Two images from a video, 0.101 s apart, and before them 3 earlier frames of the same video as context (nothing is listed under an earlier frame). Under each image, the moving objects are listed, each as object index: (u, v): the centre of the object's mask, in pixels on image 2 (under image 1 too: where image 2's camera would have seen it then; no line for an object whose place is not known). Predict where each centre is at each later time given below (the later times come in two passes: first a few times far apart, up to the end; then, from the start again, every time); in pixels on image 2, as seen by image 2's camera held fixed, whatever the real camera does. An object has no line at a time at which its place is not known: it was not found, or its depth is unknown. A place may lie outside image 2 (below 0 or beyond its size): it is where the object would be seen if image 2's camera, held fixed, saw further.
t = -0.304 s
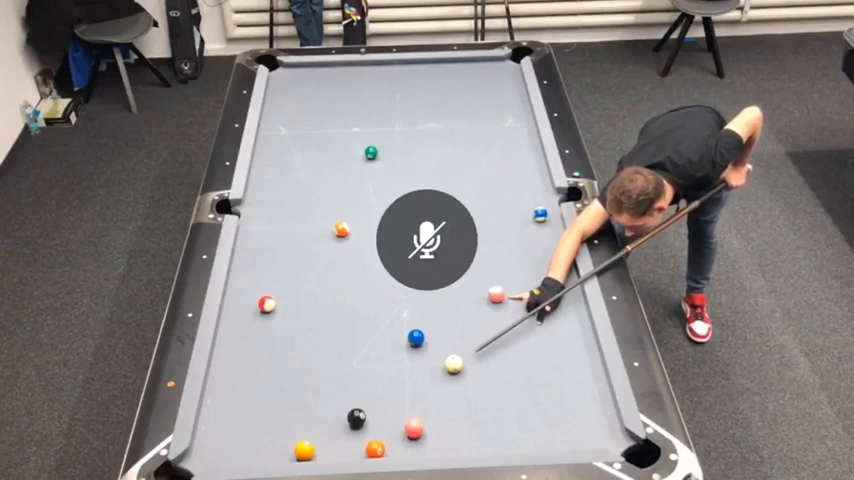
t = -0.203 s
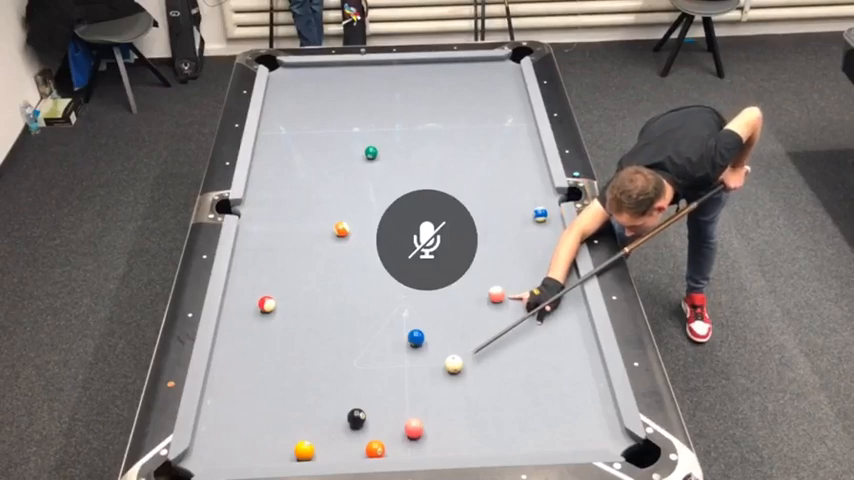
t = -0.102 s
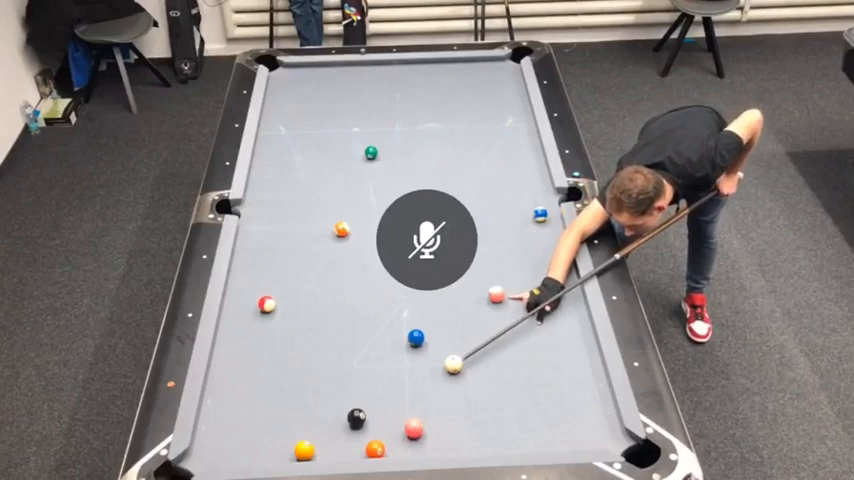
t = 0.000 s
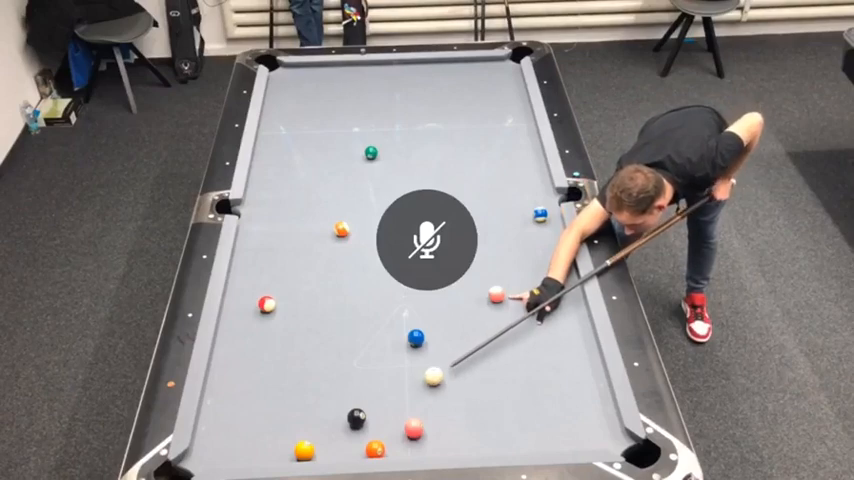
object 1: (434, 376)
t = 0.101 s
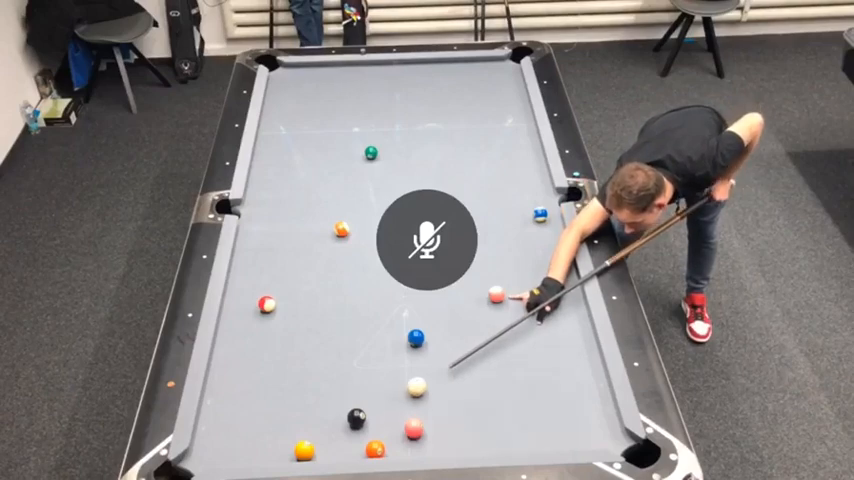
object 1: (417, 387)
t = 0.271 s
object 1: (389, 404)
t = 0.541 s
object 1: (372, 425)
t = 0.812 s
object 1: (365, 437)
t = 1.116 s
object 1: (355, 442)
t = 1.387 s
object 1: (347, 445)
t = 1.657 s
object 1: (341, 447)
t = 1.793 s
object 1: (338, 448)
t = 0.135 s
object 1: (411, 390)
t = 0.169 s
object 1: (405, 393)
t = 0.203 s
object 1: (400, 397)
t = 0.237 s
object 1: (394, 401)
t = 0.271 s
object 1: (389, 404)
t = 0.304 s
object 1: (383, 407)
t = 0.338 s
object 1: (377, 411)
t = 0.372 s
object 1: (375, 414)
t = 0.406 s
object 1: (375, 416)
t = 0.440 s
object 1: (374, 418)
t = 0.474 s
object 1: (373, 420)
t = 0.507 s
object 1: (373, 422)
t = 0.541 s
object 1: (372, 425)
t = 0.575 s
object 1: (371, 427)
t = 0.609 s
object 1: (371, 429)
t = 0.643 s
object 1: (370, 431)
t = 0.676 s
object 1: (369, 432)
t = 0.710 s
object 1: (368, 434)
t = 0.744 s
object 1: (367, 435)
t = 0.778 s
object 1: (366, 436)
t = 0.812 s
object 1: (365, 437)
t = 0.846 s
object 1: (364, 438)
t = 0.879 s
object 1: (363, 439)
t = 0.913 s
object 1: (362, 439)
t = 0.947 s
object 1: (361, 440)
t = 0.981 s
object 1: (359, 440)
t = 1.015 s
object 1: (358, 441)
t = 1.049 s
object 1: (357, 441)
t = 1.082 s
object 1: (356, 442)
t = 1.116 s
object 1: (355, 442)
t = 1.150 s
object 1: (354, 443)
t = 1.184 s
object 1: (353, 443)
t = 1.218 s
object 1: (352, 443)
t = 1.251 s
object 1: (351, 444)
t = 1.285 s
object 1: (350, 444)
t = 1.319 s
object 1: (349, 444)
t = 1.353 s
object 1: (348, 445)
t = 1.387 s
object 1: (347, 445)
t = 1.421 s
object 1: (346, 445)
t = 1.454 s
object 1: (345, 446)
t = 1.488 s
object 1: (345, 446)
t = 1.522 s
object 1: (344, 446)
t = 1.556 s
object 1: (343, 446)
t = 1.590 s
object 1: (342, 447)
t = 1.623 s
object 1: (341, 447)
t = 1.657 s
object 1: (341, 447)
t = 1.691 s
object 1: (340, 448)
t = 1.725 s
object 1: (339, 448)
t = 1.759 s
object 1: (339, 448)
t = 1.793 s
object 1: (338, 448)
